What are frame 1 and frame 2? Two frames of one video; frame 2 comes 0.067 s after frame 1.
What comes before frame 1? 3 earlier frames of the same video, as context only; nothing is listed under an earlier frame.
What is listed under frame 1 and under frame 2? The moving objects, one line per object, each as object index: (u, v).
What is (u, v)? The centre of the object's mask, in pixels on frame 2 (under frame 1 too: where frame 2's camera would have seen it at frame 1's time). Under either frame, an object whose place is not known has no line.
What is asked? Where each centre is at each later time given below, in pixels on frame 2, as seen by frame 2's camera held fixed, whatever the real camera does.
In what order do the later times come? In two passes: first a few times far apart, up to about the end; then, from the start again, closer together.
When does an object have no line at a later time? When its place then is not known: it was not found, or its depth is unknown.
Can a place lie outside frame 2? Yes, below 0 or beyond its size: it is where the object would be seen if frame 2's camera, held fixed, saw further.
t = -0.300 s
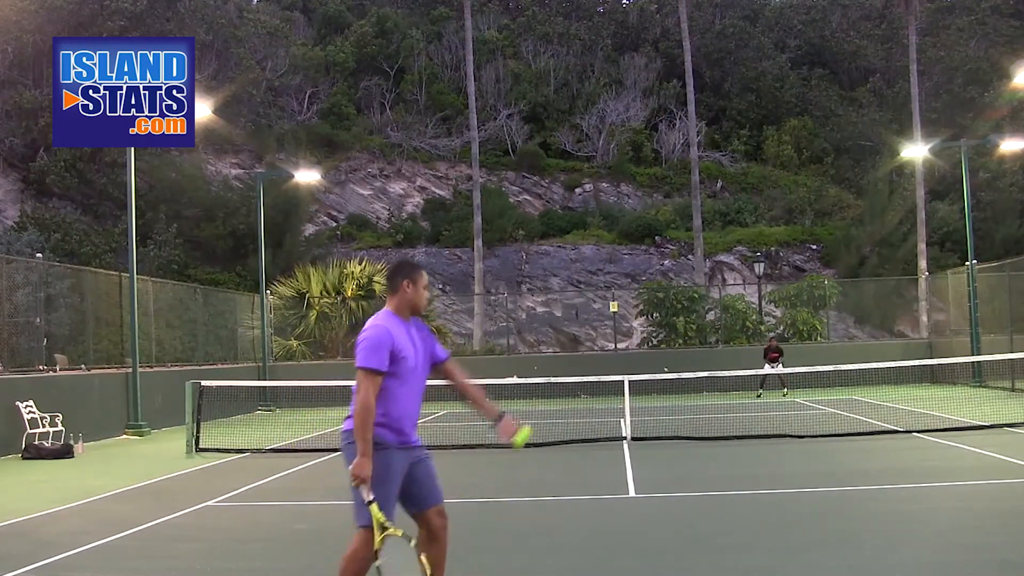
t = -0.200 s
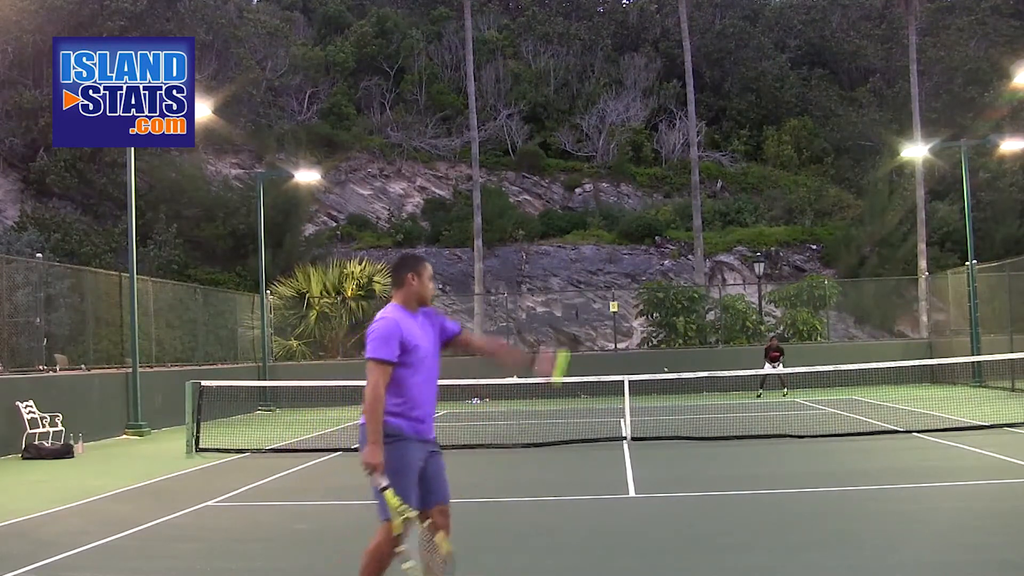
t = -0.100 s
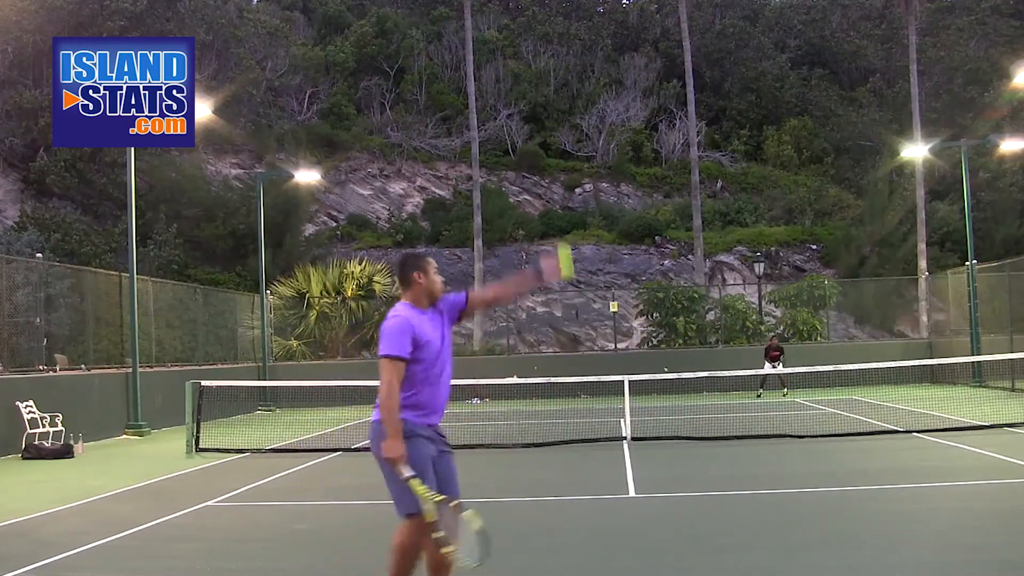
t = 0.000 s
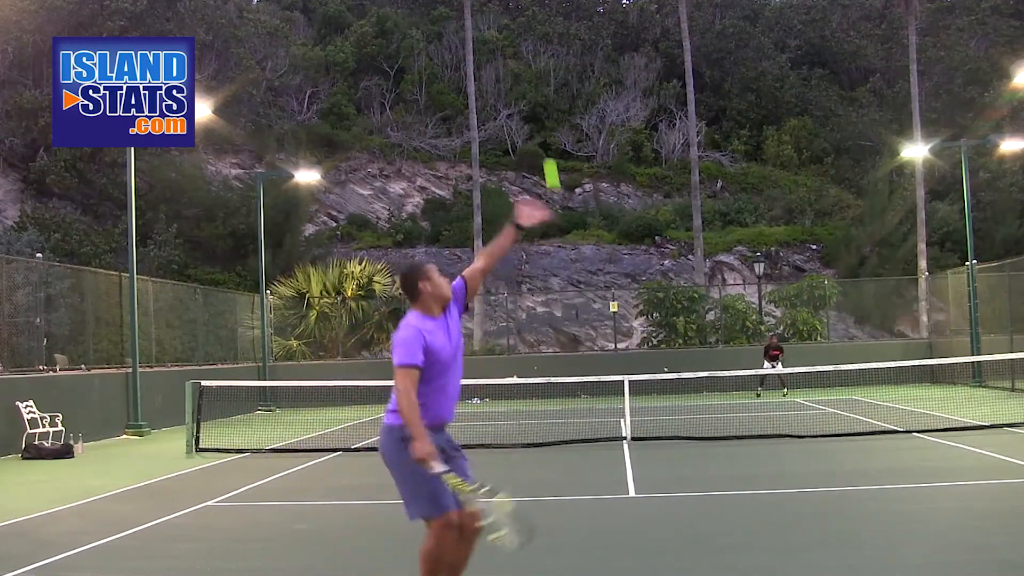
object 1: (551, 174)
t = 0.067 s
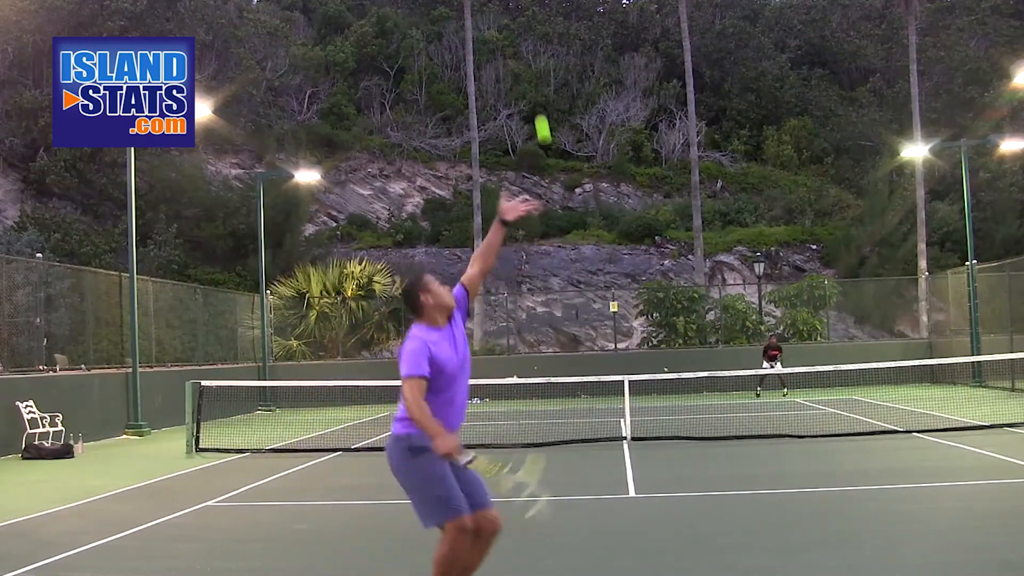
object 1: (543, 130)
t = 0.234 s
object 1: (522, 56)
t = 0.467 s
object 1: (500, 41)
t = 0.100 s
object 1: (538, 110)
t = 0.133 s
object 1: (534, 93)
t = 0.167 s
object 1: (530, 78)
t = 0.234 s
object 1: (522, 56)
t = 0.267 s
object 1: (519, 48)
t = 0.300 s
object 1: (515, 42)
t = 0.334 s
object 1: (512, 38)
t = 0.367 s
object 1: (509, 36)
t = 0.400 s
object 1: (506, 36)
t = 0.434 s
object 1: (503, 38)
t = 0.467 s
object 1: (500, 41)
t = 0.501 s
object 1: (497, 47)
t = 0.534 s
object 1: (494, 54)
